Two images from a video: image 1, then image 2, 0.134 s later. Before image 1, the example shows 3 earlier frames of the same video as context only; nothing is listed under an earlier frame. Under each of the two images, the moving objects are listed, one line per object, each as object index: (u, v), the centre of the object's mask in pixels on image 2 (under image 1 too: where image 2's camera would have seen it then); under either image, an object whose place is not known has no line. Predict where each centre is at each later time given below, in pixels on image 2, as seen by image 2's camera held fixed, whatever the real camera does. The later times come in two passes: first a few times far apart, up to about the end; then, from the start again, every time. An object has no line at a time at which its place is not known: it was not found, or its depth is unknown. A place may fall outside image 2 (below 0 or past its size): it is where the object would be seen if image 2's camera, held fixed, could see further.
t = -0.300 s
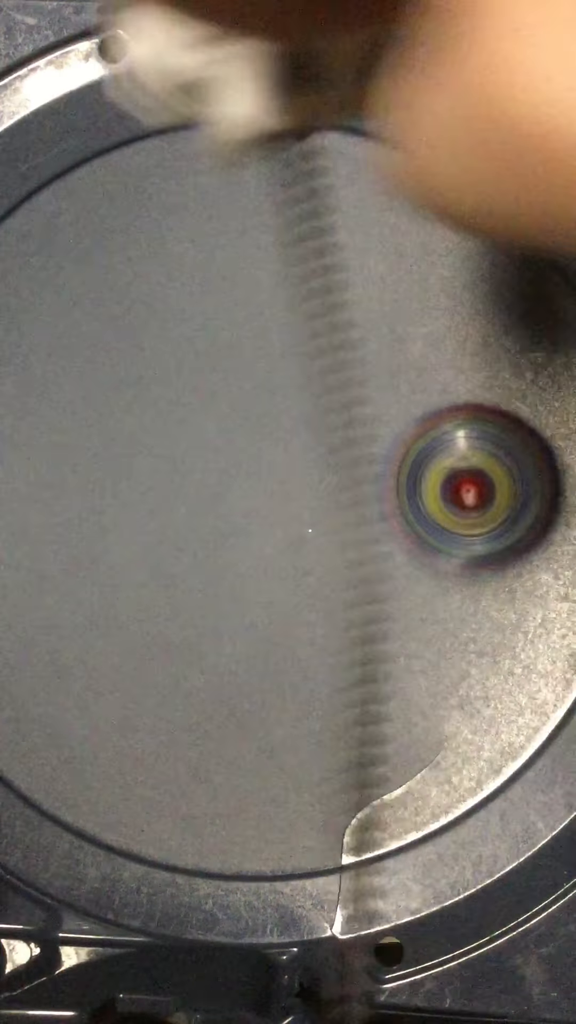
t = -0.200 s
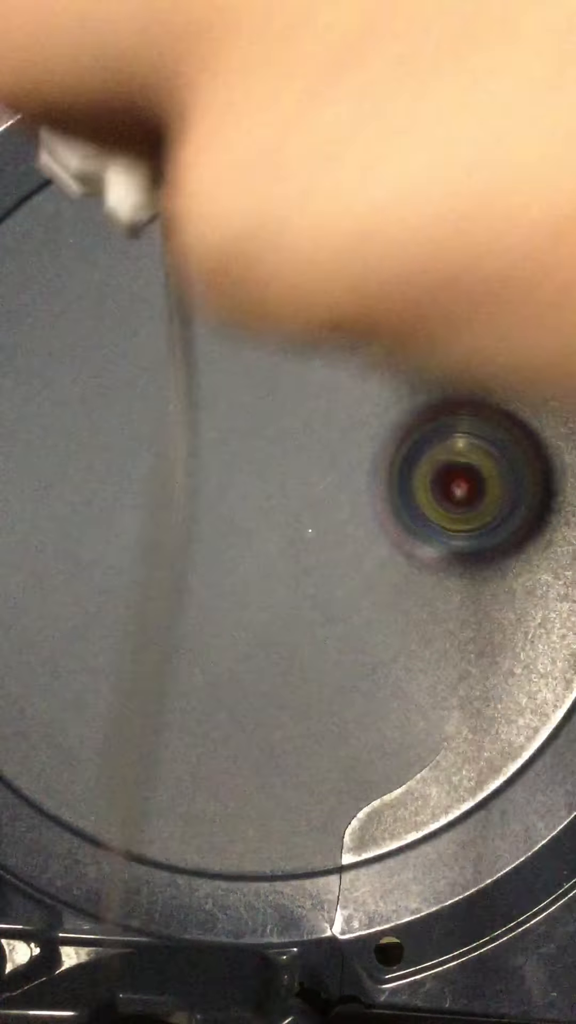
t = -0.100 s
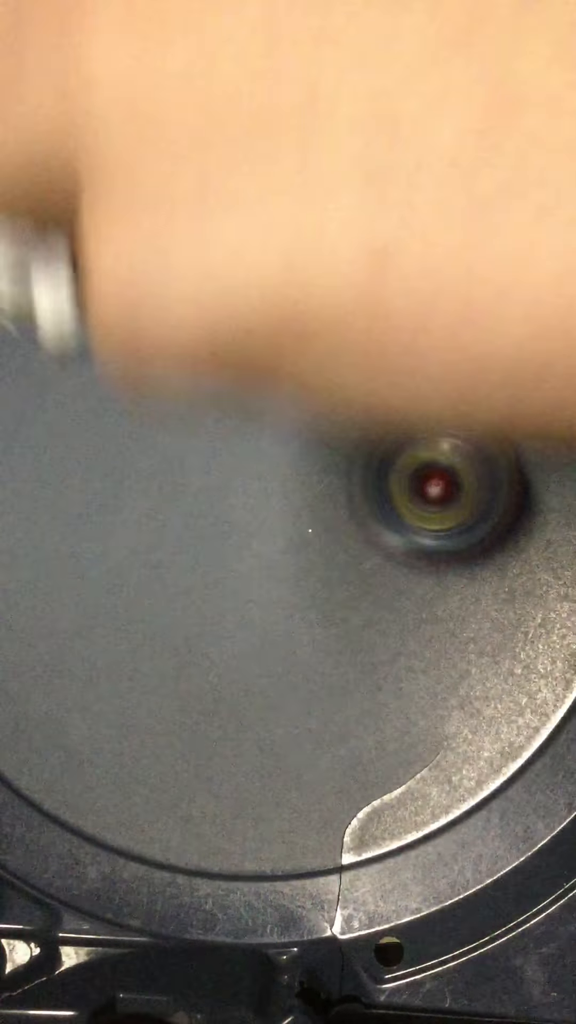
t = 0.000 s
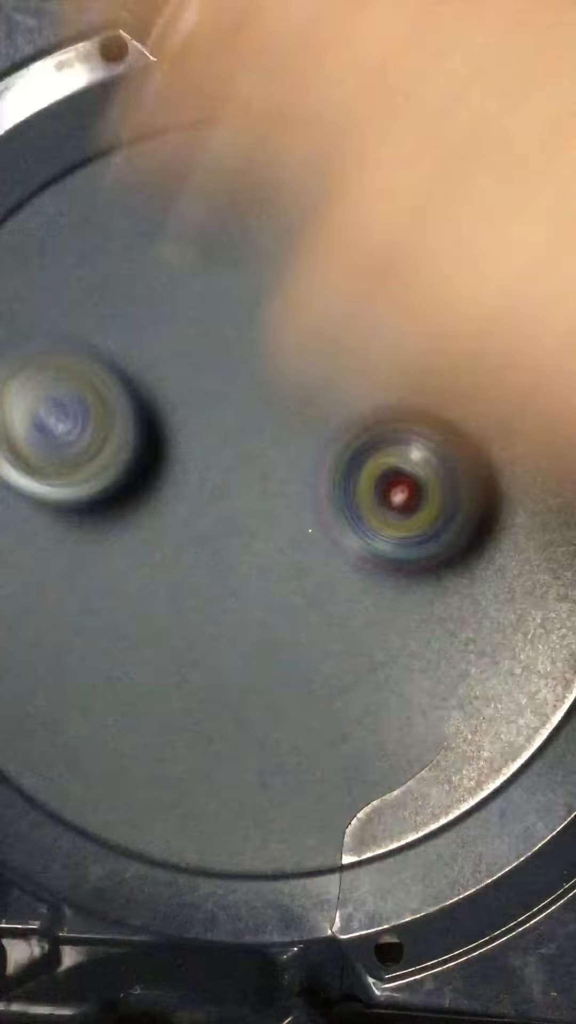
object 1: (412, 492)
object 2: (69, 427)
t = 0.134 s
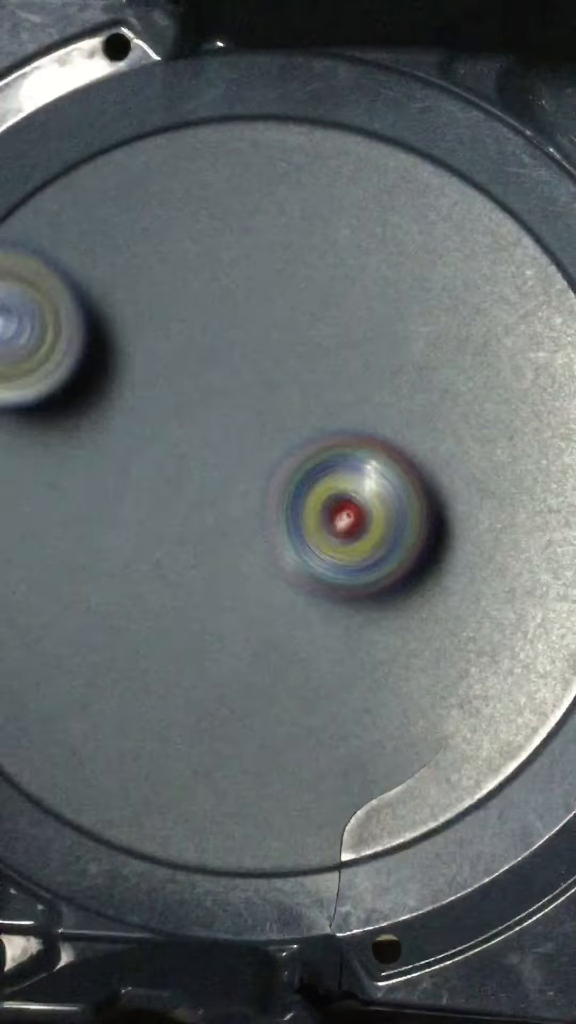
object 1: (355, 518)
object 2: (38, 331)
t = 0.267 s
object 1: (312, 560)
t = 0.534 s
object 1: (277, 671)
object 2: (157, 420)
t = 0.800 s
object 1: (305, 775)
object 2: (173, 179)
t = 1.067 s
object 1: (321, 795)
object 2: (213, 329)
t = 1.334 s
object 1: (266, 727)
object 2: (363, 335)
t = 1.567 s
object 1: (190, 605)
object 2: (376, 348)
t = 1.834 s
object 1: (65, 494)
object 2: (375, 456)
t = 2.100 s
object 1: (62, 472)
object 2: (384, 506)
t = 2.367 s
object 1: (165, 417)
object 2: (344, 543)
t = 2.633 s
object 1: (266, 327)
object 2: (294, 562)
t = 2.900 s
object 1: (308, 282)
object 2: (246, 536)
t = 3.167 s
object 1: (351, 354)
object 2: (202, 506)
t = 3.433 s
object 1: (384, 464)
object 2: (203, 487)
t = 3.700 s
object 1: (406, 544)
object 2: (219, 450)
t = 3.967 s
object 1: (374, 594)
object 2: (242, 455)
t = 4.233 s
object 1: (343, 731)
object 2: (184, 334)
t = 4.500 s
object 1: (302, 771)
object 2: (151, 416)
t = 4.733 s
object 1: (246, 716)
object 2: (294, 485)
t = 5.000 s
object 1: (184, 577)
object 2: (388, 415)
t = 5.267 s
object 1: (140, 460)
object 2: (316, 439)
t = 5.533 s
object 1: (97, 391)
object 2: (306, 542)
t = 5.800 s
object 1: (159, 363)
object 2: (304, 588)
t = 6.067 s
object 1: (280, 362)
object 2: (272, 567)
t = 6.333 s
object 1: (370, 386)
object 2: (218, 524)
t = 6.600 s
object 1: (405, 455)
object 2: (195, 491)
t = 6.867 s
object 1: (376, 554)
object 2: (216, 452)
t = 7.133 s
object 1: (334, 646)
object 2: (234, 419)
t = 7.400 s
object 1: (251, 680)
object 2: (275, 442)
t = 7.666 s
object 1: (184, 647)
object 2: (312, 489)
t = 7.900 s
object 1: (147, 559)
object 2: (319, 529)
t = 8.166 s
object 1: (136, 456)
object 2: (304, 564)
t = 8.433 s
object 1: (177, 375)
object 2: (258, 561)
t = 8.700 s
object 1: (267, 345)
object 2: (214, 536)
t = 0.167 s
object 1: (343, 528)
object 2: (24, 321)
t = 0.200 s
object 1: (331, 539)
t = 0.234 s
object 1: (320, 548)
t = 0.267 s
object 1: (312, 560)
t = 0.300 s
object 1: (305, 572)
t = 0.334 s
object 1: (299, 586)
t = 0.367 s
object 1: (294, 599)
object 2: (17, 451)
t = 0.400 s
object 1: (285, 610)
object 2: (30, 465)
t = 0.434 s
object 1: (282, 626)
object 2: (48, 467)
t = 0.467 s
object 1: (279, 641)
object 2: (75, 460)
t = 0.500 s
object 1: (277, 657)
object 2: (117, 443)
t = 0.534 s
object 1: (277, 671)
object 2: (157, 420)
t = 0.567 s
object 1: (278, 685)
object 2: (191, 390)
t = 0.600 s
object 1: (279, 700)
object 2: (218, 348)
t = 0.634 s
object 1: (282, 715)
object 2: (235, 305)
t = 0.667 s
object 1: (287, 731)
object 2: (243, 256)
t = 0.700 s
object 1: (293, 745)
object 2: (235, 220)
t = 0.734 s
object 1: (297, 756)
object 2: (219, 192)
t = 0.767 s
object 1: (301, 767)
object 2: (194, 178)
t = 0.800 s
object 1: (305, 775)
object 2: (173, 179)
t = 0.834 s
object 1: (310, 783)
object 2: (158, 190)
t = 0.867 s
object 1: (314, 789)
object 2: (146, 208)
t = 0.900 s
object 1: (317, 792)
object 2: (142, 231)
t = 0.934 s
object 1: (319, 795)
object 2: (146, 257)
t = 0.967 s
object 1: (321, 797)
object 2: (152, 281)
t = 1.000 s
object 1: (321, 797)
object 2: (166, 299)
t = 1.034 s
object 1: (322, 797)
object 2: (186, 315)
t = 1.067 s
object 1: (321, 795)
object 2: (213, 329)
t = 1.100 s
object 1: (317, 791)
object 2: (246, 335)
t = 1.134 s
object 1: (313, 787)
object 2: (276, 340)
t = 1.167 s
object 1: (308, 782)
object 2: (301, 346)
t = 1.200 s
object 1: (302, 776)
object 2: (320, 352)
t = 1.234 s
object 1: (295, 765)
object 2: (332, 355)
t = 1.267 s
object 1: (285, 754)
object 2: (343, 352)
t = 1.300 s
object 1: (275, 741)
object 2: (353, 345)
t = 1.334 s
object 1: (266, 727)
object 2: (363, 335)
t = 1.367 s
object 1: (256, 712)
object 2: (371, 327)
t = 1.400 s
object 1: (247, 697)
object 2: (378, 323)
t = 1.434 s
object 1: (237, 678)
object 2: (384, 323)
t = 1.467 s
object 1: (227, 658)
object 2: (389, 324)
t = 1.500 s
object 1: (216, 641)
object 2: (388, 328)
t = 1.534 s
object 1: (204, 623)
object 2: (384, 336)
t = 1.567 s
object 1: (190, 605)
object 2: (376, 348)
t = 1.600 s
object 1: (173, 587)
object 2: (370, 361)
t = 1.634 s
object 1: (155, 569)
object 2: (366, 374)
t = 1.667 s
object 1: (137, 554)
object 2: (364, 385)
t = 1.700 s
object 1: (117, 538)
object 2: (362, 397)
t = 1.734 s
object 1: (98, 524)
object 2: (362, 411)
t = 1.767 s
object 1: (82, 510)
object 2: (366, 426)
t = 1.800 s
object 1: (73, 501)
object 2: (370, 440)
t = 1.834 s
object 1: (65, 494)
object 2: (375, 456)
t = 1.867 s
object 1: (58, 489)
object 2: (381, 469)
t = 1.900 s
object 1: (54, 488)
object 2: (386, 479)
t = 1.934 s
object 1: (52, 487)
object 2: (389, 489)
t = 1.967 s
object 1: (51, 488)
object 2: (390, 496)
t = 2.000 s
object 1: (41, 477)
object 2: (391, 500)
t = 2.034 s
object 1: (43, 474)
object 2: (389, 503)
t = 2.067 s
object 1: (57, 477)
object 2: (388, 505)
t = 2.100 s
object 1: (62, 472)
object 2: (384, 506)
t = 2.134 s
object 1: (58, 461)
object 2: (382, 508)
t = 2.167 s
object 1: (65, 454)
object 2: (379, 510)
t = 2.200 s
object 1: (75, 449)
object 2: (375, 514)
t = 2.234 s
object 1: (97, 446)
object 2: (370, 520)
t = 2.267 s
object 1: (113, 439)
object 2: (364, 526)
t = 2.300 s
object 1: (129, 432)
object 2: (359, 531)
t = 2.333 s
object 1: (147, 424)
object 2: (352, 537)
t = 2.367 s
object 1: (165, 417)
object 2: (344, 543)
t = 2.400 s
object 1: (181, 411)
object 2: (339, 549)
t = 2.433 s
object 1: (194, 404)
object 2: (334, 552)
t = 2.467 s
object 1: (209, 394)
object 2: (327, 556)
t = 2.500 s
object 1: (221, 382)
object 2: (320, 559)
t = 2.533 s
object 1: (235, 369)
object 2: (314, 562)
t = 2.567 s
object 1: (246, 355)
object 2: (307, 562)
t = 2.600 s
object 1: (258, 342)
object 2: (299, 563)
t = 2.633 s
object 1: (266, 327)
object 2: (294, 562)
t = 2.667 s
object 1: (270, 313)
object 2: (287, 562)
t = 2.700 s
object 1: (276, 301)
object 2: (281, 561)
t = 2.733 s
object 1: (281, 291)
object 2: (274, 560)
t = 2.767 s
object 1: (286, 286)
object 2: (267, 556)
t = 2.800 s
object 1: (292, 282)
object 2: (262, 553)
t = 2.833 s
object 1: (297, 280)
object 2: (257, 548)
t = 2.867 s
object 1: (303, 280)
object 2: (252, 541)
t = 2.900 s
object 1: (308, 282)
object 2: (246, 536)
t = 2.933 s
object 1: (313, 287)
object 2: (239, 530)
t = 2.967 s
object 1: (318, 293)
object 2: (233, 525)
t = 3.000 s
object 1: (324, 301)
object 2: (226, 520)
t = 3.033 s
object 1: (330, 309)
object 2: (221, 517)
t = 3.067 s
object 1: (334, 318)
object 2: (217, 513)
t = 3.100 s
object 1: (339, 330)
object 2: (211, 511)
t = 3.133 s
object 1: (345, 341)
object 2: (206, 508)
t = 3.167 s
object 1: (351, 354)
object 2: (202, 506)
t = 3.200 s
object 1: (355, 366)
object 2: (199, 504)
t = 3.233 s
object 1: (362, 381)
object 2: (198, 502)
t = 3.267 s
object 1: (365, 394)
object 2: (197, 499)
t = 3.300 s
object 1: (372, 410)
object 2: (196, 497)
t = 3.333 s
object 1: (375, 423)
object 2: (197, 494)
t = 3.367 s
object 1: (380, 437)
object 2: (199, 492)
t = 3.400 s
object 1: (380, 451)
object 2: (202, 490)
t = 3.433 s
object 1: (384, 464)
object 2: (203, 487)
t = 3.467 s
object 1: (387, 476)
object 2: (206, 484)
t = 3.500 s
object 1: (388, 486)
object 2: (207, 481)
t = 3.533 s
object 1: (390, 497)
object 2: (212, 479)
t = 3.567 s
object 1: (393, 509)
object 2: (213, 474)
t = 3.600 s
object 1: (398, 522)
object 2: (215, 466)
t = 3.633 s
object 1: (402, 530)
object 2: (216, 459)
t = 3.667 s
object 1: (404, 536)
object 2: (218, 454)
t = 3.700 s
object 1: (406, 544)
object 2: (219, 450)
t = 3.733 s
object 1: (408, 551)
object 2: (222, 447)
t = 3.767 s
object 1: (408, 557)
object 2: (225, 446)
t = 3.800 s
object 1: (404, 564)
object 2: (227, 445)
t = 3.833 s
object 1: (401, 571)
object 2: (230, 446)
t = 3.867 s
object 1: (397, 576)
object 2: (233, 448)
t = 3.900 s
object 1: (387, 581)
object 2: (235, 450)
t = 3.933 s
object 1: (382, 587)
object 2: (238, 452)
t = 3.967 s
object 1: (374, 594)
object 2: (242, 455)
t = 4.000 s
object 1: (365, 598)
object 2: (246, 459)
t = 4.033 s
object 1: (355, 605)
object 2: (248, 461)
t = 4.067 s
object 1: (354, 631)
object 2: (245, 439)
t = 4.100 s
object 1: (352, 658)
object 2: (239, 411)
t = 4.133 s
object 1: (350, 683)
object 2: (229, 383)
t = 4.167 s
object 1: (348, 702)
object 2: (215, 359)
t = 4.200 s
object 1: (347, 719)
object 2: (200, 345)
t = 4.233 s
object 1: (343, 731)
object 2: (184, 334)
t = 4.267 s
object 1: (339, 741)
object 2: (169, 330)
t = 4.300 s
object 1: (336, 749)
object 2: (153, 332)
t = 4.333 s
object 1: (331, 758)
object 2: (143, 339)
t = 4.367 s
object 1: (326, 764)
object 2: (138, 350)
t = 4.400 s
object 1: (322, 768)
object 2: (136, 361)
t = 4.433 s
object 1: (315, 771)
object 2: (135, 379)
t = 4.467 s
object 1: (309, 771)
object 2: (141, 400)
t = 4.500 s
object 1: (302, 771)
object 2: (151, 416)
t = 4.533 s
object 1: (295, 769)
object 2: (165, 434)
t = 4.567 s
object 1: (287, 765)
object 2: (181, 447)
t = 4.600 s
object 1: (277, 760)
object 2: (201, 461)
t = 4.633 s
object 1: (268, 751)
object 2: (225, 471)
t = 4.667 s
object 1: (261, 740)
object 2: (248, 477)
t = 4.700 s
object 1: (253, 729)
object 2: (271, 481)
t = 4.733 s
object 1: (246, 716)
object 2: (294, 485)
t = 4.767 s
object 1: (237, 702)
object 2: (316, 481)
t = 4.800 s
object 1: (230, 686)
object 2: (335, 474)
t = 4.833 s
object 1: (221, 668)
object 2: (352, 469)
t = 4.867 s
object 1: (213, 652)
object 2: (367, 459)
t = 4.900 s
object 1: (206, 633)
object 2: (378, 447)
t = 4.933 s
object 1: (197, 612)
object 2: (386, 436)
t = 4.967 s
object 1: (192, 595)
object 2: (387, 426)
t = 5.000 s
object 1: (184, 577)
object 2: (388, 415)
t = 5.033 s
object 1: (181, 559)
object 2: (380, 408)
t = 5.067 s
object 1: (173, 540)
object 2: (370, 404)
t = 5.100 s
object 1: (169, 526)
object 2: (362, 403)
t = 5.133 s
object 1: (164, 510)
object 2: (352, 406)
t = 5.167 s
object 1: (159, 497)
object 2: (342, 410)
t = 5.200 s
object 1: (156, 486)
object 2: (331, 416)
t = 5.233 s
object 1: (151, 472)
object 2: (320, 429)
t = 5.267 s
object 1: (140, 460)
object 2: (316, 439)
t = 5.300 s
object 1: (129, 448)
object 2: (316, 451)
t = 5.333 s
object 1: (118, 438)
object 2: (312, 464)
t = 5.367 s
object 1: (110, 429)
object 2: (306, 476)
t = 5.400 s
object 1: (105, 421)
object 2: (305, 490)
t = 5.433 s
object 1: (100, 414)
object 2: (304, 506)
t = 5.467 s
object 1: (99, 406)
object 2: (303, 519)
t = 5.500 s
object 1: (97, 398)
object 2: (305, 531)
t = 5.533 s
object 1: (97, 391)
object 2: (306, 542)
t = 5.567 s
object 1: (96, 386)
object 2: (305, 552)
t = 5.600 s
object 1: (102, 381)
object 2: (305, 561)
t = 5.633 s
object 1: (100, 375)
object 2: (308, 570)
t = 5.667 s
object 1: (115, 374)
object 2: (308, 576)
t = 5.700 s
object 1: (126, 371)
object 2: (307, 579)
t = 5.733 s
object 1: (137, 369)
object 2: (306, 582)
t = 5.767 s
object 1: (149, 367)
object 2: (306, 586)
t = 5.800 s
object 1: (159, 363)
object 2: (304, 588)
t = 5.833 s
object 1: (180, 365)
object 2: (302, 588)
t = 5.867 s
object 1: (192, 365)
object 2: (300, 587)
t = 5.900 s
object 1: (209, 363)
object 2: (297, 586)
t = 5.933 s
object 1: (221, 363)
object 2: (292, 583)
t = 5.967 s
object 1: (239, 362)
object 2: (288, 580)
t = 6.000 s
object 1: (252, 363)
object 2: (285, 579)
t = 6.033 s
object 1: (268, 362)
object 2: (279, 574)
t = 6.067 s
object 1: (280, 362)
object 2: (272, 567)
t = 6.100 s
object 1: (297, 364)
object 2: (266, 561)
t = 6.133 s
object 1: (309, 366)
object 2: (261, 560)
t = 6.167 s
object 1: (319, 367)
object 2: (253, 554)
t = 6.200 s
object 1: (335, 369)
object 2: (247, 547)
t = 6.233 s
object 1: (341, 372)
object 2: (242, 541)
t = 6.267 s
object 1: (351, 376)
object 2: (234, 535)
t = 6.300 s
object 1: (362, 381)
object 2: (225, 529)
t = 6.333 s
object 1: (370, 386)
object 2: (218, 524)
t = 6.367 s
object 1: (378, 393)
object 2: (213, 523)
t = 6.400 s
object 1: (383, 399)
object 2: (209, 520)
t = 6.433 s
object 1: (392, 407)
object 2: (205, 517)
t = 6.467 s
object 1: (395, 415)
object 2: (203, 511)
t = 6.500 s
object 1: (399, 422)
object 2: (201, 505)
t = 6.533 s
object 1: (401, 433)
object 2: (198, 504)
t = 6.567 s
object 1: (403, 443)
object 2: (194, 498)
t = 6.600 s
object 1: (405, 455)
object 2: (195, 491)
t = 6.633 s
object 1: (403, 465)
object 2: (196, 489)
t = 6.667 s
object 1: (399, 475)
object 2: (200, 484)
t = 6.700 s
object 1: (398, 487)
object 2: (201, 478)
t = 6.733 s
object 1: (393, 499)
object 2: (203, 474)
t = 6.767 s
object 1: (388, 511)
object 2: (208, 470)
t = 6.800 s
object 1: (382, 524)
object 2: (209, 467)
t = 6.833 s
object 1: (376, 537)
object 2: (212, 461)
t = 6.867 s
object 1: (376, 554)
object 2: (216, 452)
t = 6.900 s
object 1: (374, 571)
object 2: (217, 446)
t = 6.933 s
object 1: (372, 585)
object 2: (219, 439)
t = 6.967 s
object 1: (369, 598)
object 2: (220, 431)
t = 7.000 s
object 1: (363, 609)
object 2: (223, 427)
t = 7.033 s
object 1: (357, 620)
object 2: (223, 422)
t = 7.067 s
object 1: (350, 629)
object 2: (227, 420)
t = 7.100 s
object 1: (341, 636)
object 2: (231, 418)
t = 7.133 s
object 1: (334, 646)
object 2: (234, 419)
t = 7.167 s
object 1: (322, 653)
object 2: (236, 418)
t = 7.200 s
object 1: (312, 659)
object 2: (240, 418)
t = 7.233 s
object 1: (304, 665)
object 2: (247, 422)
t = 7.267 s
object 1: (292, 672)
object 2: (251, 425)
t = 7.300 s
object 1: (281, 675)
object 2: (255, 430)
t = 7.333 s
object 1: (271, 678)
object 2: (260, 433)
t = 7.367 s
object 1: (262, 681)
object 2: (267, 438)
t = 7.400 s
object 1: (251, 680)
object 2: (275, 442)
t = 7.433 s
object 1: (242, 681)
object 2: (281, 449)
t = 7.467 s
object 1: (231, 680)
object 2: (286, 452)
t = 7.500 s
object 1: (222, 677)
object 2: (292, 456)
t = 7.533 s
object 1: (214, 675)
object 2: (298, 461)
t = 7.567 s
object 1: (205, 669)
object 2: (300, 467)
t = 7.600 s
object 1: (196, 662)
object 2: (306, 475)
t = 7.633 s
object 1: (191, 656)
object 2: (308, 483)
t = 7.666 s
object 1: (184, 647)
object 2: (312, 489)
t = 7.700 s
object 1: (177, 636)
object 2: (315, 494)
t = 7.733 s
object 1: (171, 627)
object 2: (319, 499)
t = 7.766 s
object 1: (166, 614)
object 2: (318, 506)
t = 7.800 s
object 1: (161, 602)
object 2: (321, 514)
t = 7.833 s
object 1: (156, 588)
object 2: (319, 519)
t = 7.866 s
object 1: (152, 574)
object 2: (320, 524)
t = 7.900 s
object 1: (147, 559)
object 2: (319, 529)
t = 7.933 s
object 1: (141, 545)
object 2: (319, 536)
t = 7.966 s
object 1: (137, 532)
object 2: (318, 543)
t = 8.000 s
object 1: (136, 518)
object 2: (320, 548)
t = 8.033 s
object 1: (134, 504)
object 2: (315, 552)
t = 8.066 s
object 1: (134, 492)
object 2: (313, 554)
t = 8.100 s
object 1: (133, 478)
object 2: (309, 560)
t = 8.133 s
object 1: (135, 466)
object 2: (308, 561)
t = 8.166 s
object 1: (136, 456)
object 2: (304, 564)
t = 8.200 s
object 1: (140, 446)
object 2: (299, 564)
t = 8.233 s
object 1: (143, 433)
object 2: (294, 570)
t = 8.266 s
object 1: (148, 424)
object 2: (288, 568)
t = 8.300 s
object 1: (154, 413)
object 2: (282, 566)
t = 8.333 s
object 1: (160, 403)
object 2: (274, 565)
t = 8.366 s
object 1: (167, 394)
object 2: (268, 565)
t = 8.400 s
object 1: (173, 386)
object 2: (264, 566)
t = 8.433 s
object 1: (177, 375)
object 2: (258, 561)
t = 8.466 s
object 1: (192, 368)
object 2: (250, 561)
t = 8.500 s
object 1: (199, 360)
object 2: (244, 554)
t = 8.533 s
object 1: (211, 358)
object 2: (240, 551)
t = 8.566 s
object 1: (223, 353)
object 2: (232, 546)
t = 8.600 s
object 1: (233, 348)
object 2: (226, 544)
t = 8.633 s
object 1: (246, 346)
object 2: (221, 541)
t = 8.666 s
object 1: (257, 346)
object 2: (217, 535)
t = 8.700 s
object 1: (267, 345)
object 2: (214, 536)
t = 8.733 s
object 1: (279, 347)
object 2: (210, 529)
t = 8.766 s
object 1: (288, 348)
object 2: (208, 521)
